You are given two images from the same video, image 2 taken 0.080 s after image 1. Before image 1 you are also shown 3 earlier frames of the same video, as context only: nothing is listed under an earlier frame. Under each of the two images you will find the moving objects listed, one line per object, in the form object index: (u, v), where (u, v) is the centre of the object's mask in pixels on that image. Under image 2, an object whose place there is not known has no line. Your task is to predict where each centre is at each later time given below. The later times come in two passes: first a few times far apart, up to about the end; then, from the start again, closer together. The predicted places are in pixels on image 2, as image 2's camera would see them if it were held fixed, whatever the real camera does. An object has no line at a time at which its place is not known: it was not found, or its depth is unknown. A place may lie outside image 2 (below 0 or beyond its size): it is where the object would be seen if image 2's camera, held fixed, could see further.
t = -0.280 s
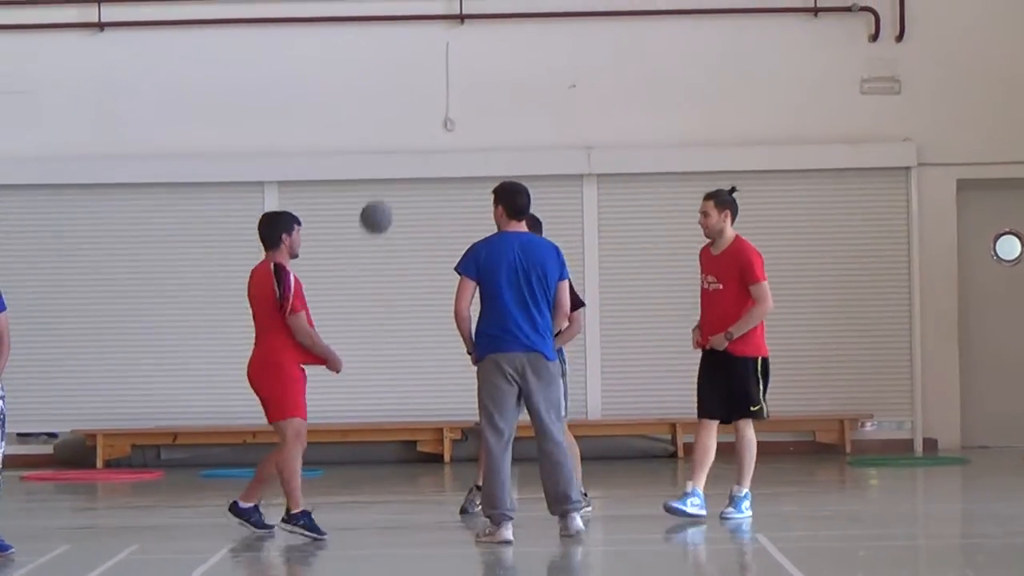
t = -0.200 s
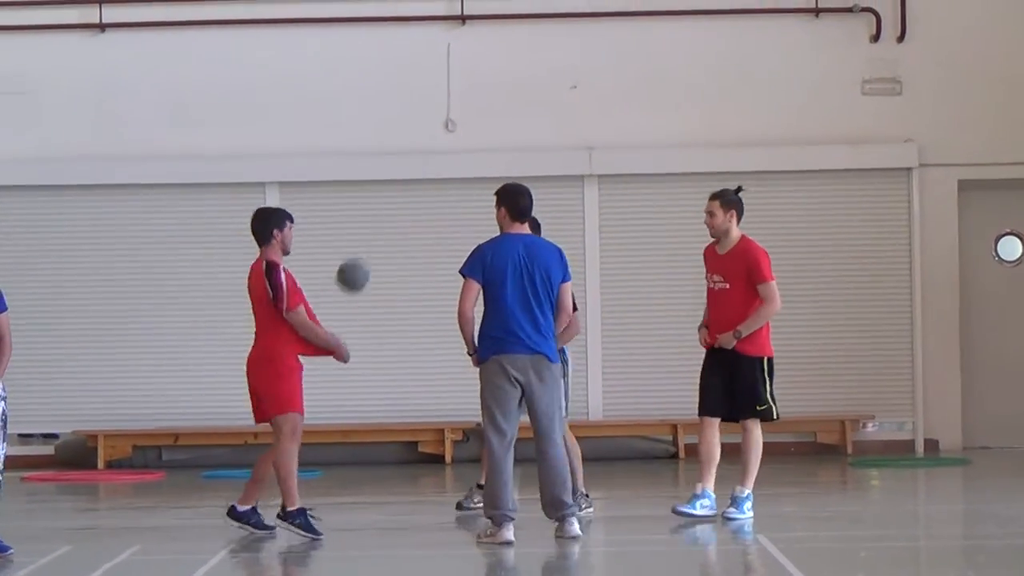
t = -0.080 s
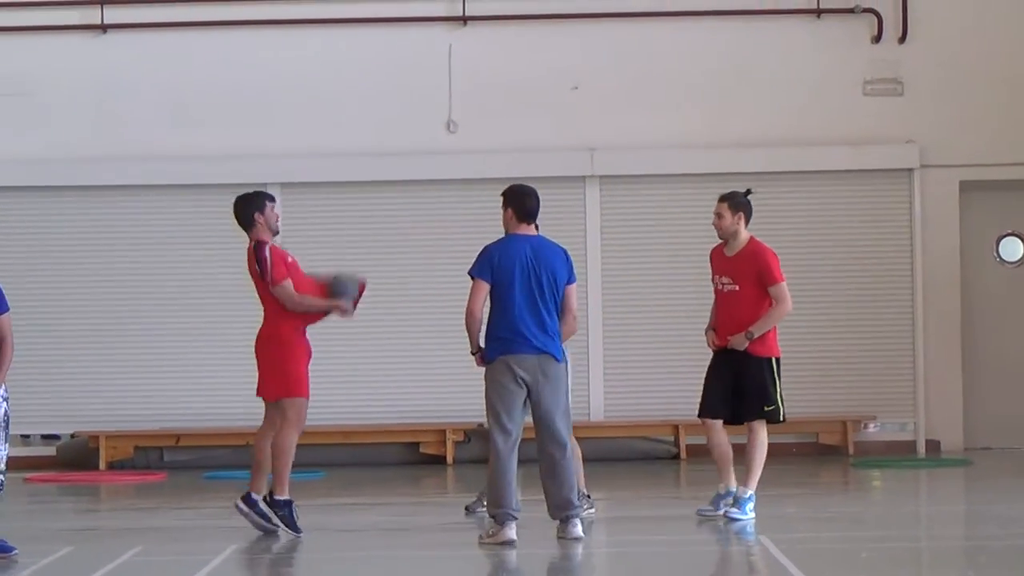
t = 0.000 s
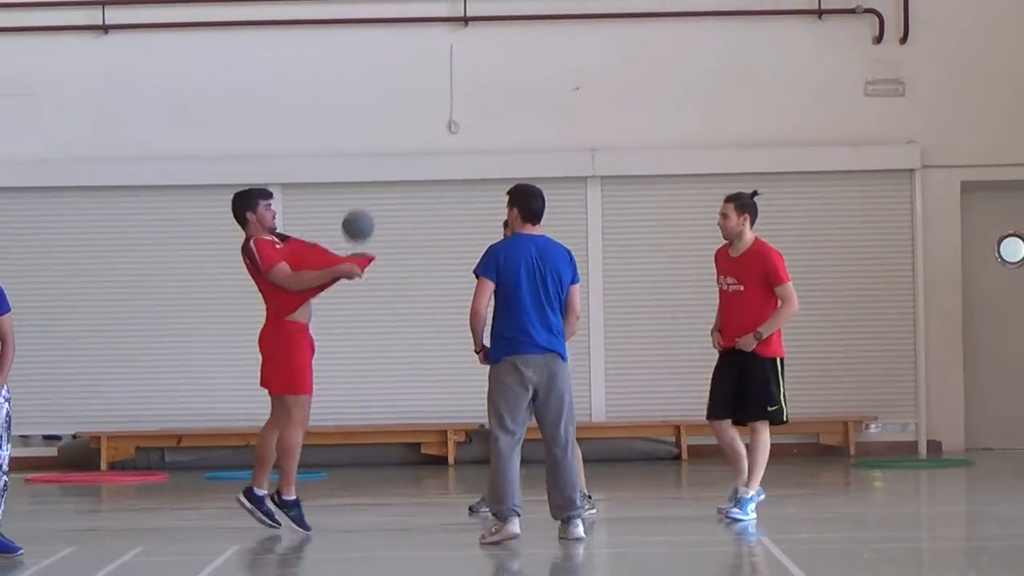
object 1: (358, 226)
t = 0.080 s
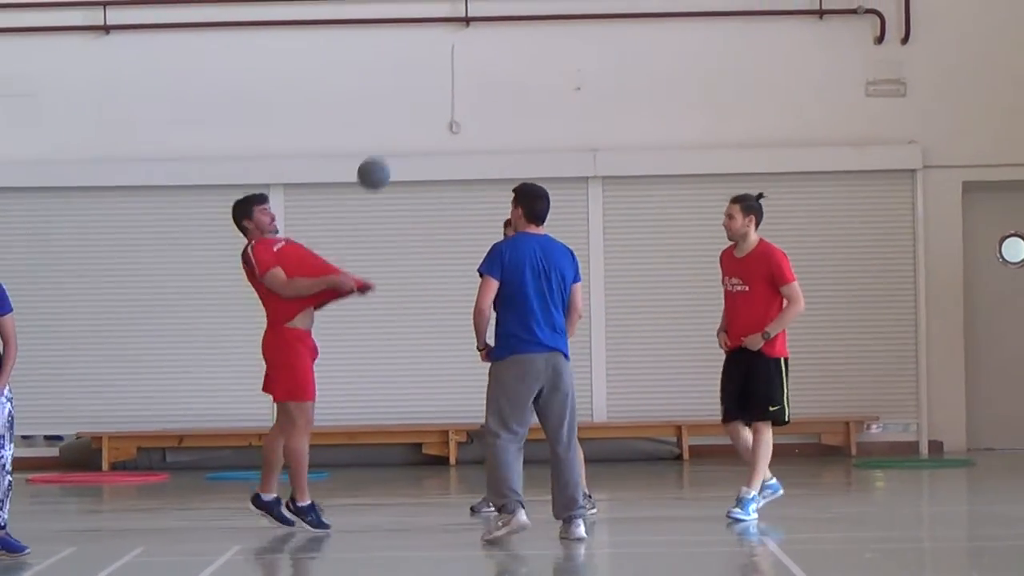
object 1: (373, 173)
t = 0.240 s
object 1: (403, 103)
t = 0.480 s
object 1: (450, 86)
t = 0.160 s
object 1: (388, 132)
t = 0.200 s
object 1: (395, 116)
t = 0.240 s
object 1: (403, 103)
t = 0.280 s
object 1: (410, 93)
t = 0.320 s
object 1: (418, 85)
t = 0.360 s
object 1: (426, 81)
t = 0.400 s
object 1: (434, 80)
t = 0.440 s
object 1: (442, 81)
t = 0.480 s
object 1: (450, 86)
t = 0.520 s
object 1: (458, 94)
